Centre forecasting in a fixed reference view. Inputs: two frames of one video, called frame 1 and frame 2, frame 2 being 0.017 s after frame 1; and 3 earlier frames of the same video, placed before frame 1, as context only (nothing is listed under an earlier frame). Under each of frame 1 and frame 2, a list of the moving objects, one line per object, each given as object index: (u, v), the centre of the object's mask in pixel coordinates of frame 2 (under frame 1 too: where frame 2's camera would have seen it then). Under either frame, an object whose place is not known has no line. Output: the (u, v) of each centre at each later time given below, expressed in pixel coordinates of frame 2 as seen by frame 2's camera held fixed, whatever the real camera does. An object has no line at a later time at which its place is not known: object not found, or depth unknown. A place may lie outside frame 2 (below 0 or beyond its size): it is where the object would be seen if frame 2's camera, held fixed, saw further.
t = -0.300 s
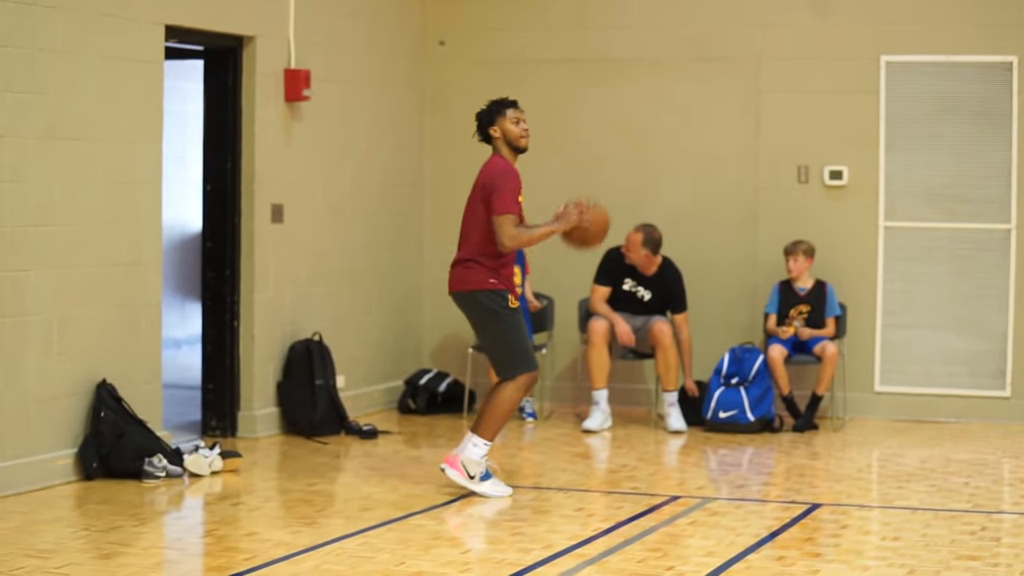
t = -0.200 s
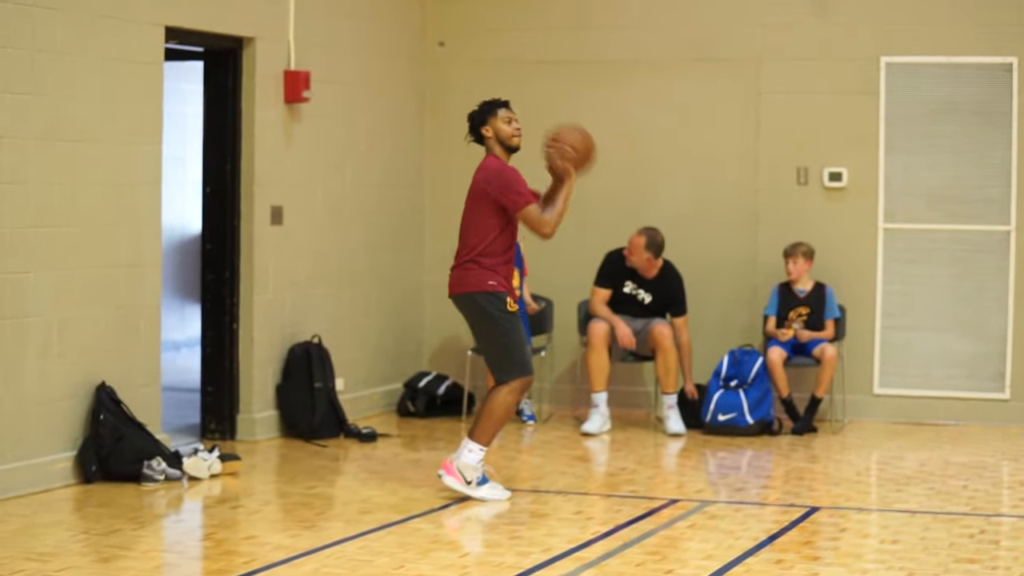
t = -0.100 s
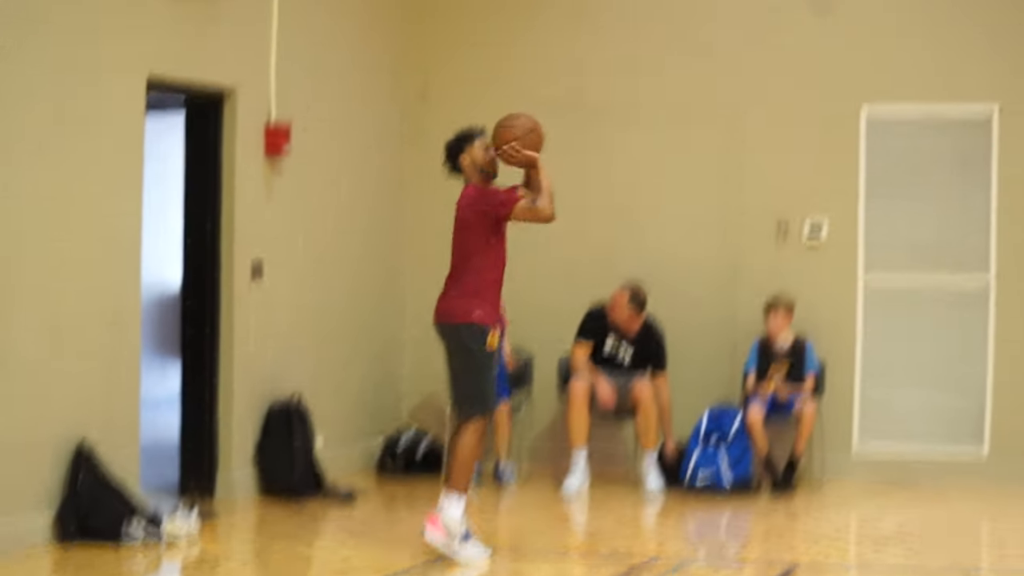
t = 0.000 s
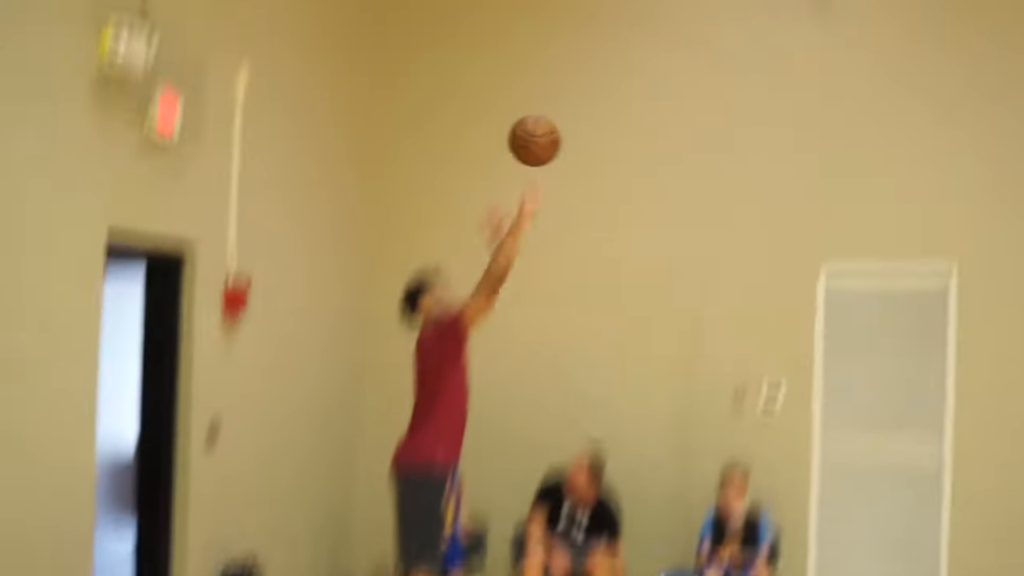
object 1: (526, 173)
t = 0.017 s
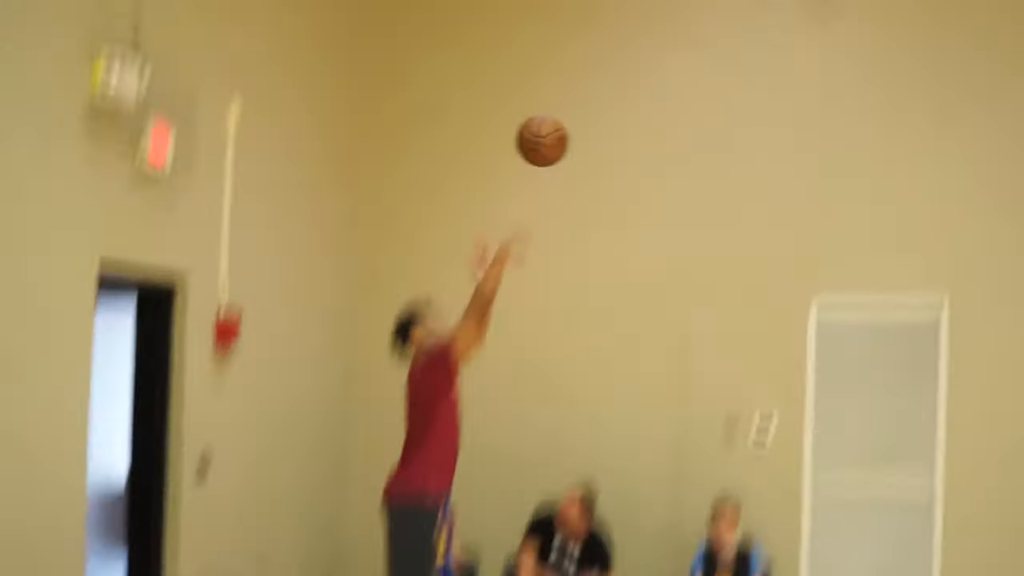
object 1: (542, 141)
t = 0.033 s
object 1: (559, 108)
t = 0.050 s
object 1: (575, 76)
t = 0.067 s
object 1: (592, 44)
